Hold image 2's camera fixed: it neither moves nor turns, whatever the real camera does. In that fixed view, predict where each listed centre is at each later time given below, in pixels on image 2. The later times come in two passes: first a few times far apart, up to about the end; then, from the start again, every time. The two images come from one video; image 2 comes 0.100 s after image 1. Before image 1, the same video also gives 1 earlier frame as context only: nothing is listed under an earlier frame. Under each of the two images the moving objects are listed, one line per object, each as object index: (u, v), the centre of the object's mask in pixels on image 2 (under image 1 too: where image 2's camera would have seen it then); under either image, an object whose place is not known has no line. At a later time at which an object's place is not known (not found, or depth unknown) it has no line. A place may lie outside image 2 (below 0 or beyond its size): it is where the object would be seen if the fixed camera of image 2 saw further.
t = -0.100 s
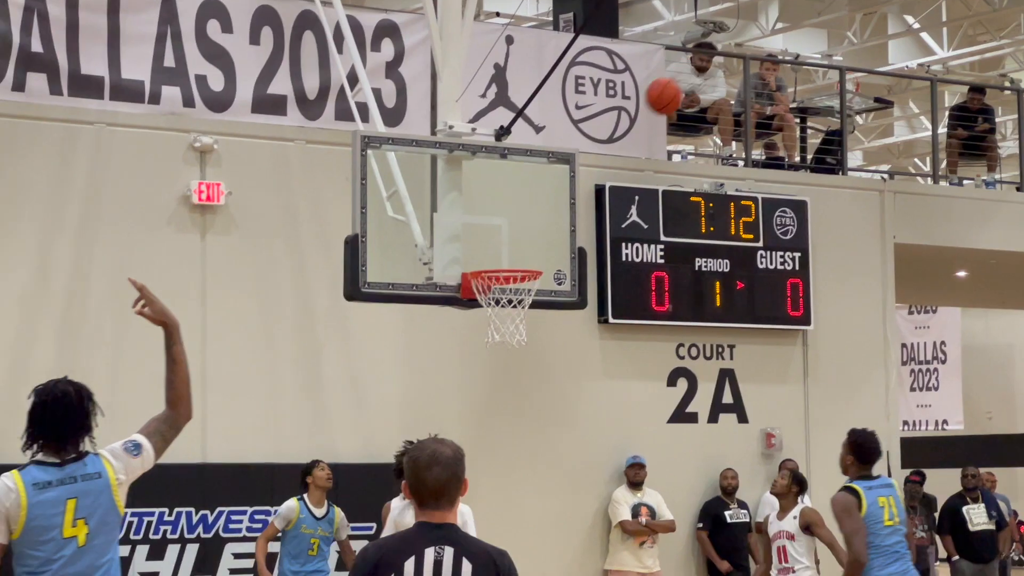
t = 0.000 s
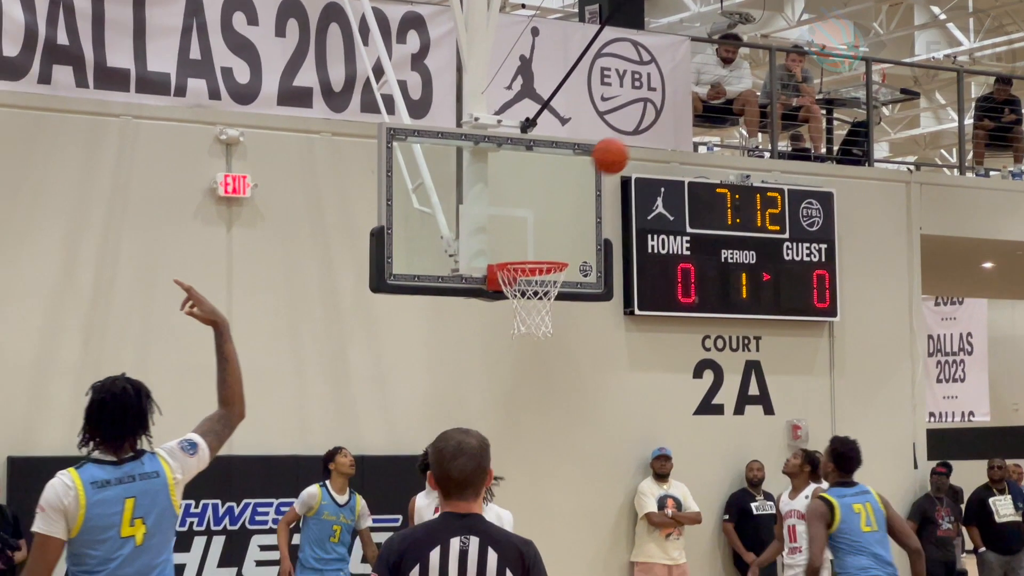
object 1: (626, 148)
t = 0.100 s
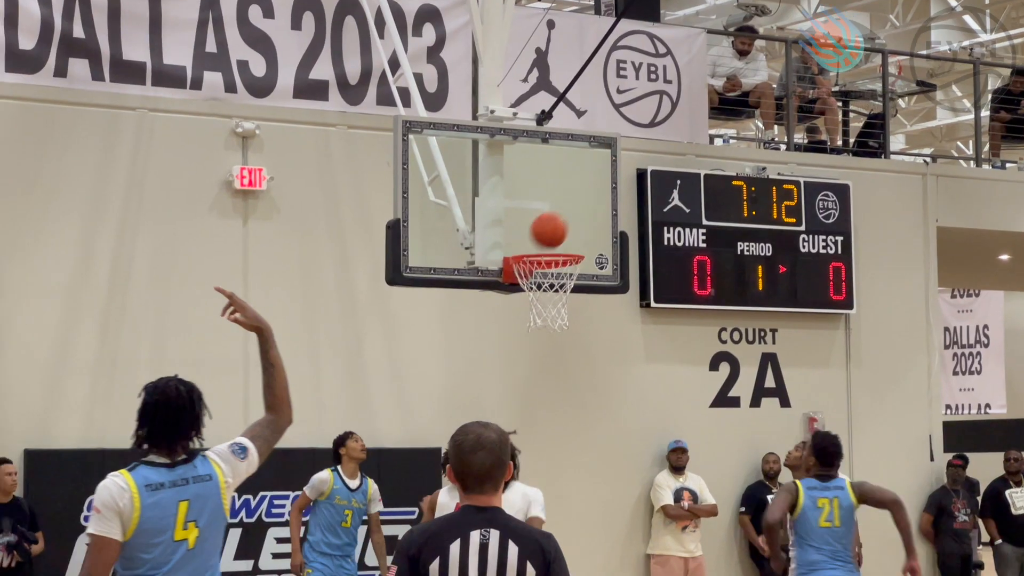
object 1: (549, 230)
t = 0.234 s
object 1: (565, 254)
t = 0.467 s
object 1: (502, 233)
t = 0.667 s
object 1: (491, 259)
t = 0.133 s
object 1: (534, 245)
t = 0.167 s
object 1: (537, 258)
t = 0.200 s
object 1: (552, 254)
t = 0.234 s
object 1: (565, 254)
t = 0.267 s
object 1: (559, 251)
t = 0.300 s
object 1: (549, 242)
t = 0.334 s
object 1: (536, 240)
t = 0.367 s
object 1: (527, 238)
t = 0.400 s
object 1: (518, 235)
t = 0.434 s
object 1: (510, 233)
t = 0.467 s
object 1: (502, 233)
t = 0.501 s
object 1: (494, 235)
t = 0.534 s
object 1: (485, 238)
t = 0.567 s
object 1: (479, 242)
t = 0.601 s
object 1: (485, 247)
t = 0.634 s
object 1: (491, 253)
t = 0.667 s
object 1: (491, 259)
